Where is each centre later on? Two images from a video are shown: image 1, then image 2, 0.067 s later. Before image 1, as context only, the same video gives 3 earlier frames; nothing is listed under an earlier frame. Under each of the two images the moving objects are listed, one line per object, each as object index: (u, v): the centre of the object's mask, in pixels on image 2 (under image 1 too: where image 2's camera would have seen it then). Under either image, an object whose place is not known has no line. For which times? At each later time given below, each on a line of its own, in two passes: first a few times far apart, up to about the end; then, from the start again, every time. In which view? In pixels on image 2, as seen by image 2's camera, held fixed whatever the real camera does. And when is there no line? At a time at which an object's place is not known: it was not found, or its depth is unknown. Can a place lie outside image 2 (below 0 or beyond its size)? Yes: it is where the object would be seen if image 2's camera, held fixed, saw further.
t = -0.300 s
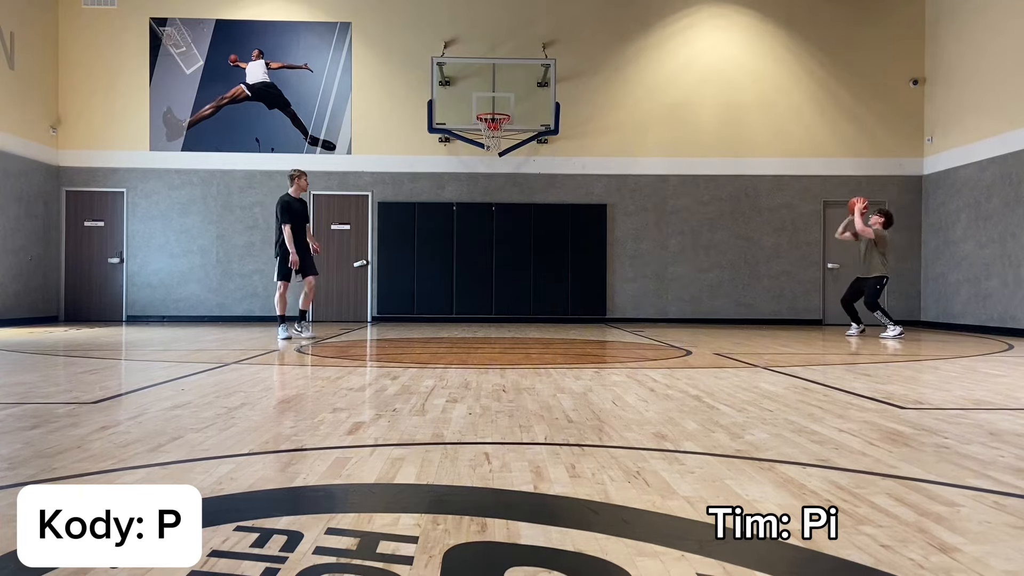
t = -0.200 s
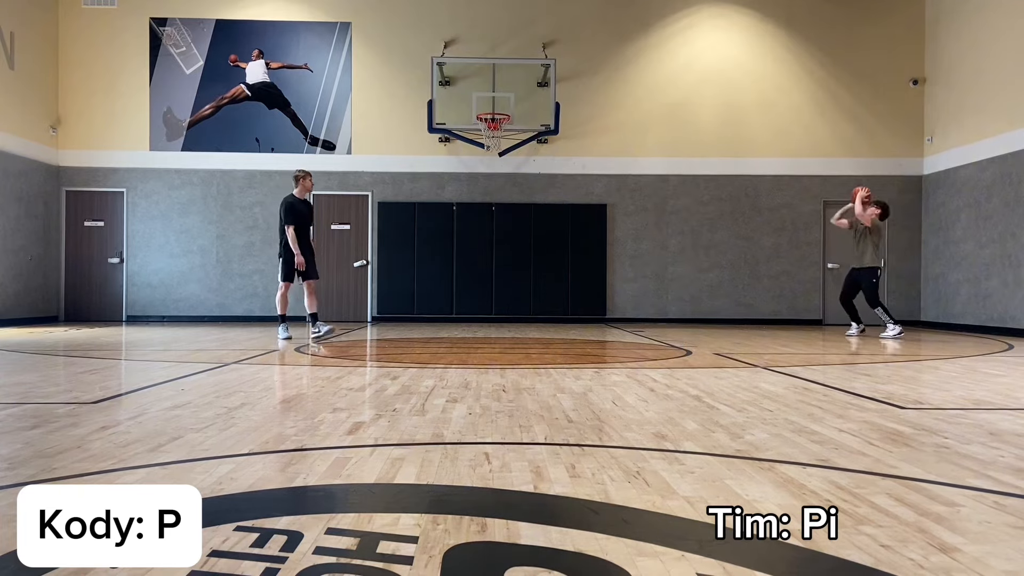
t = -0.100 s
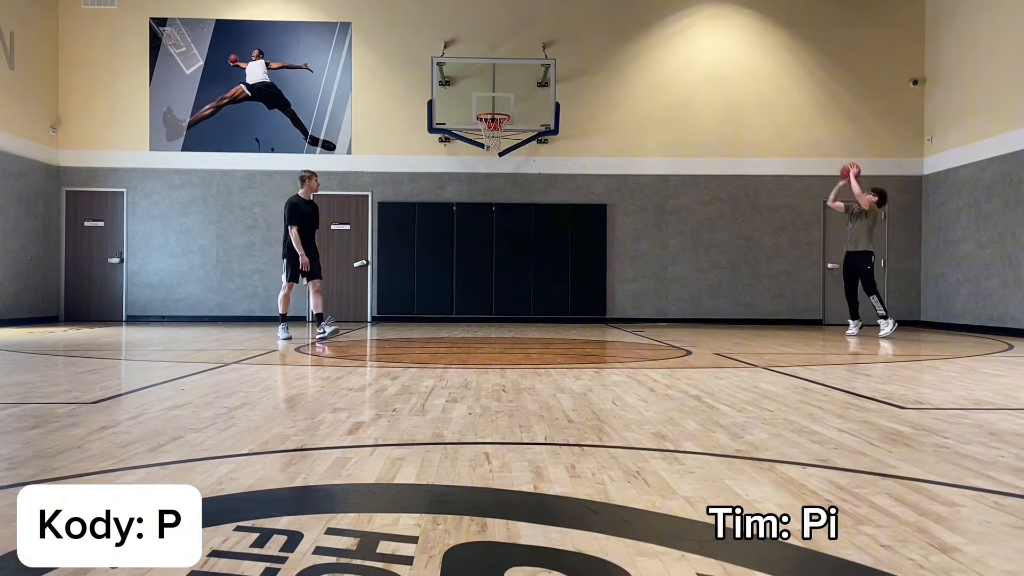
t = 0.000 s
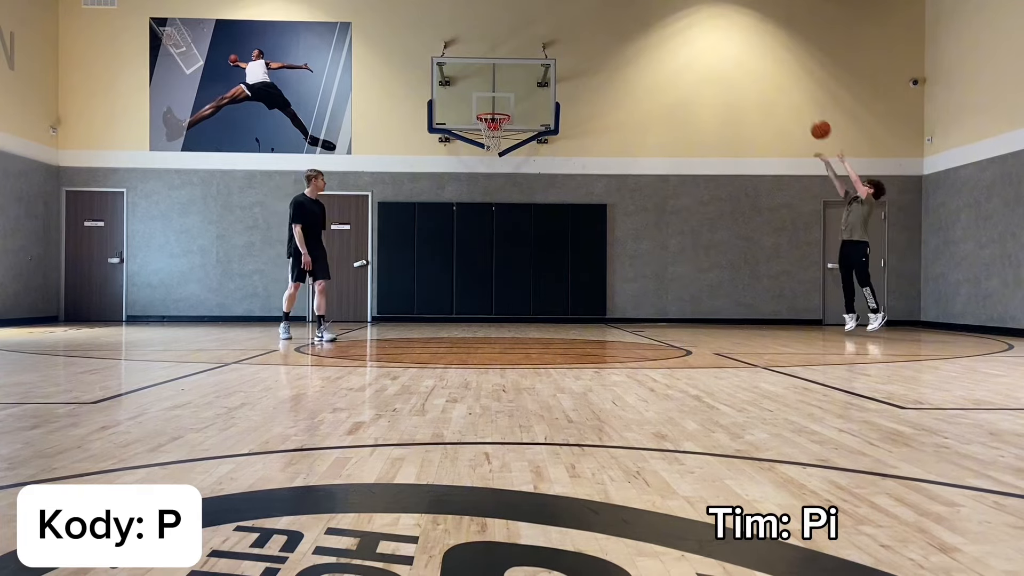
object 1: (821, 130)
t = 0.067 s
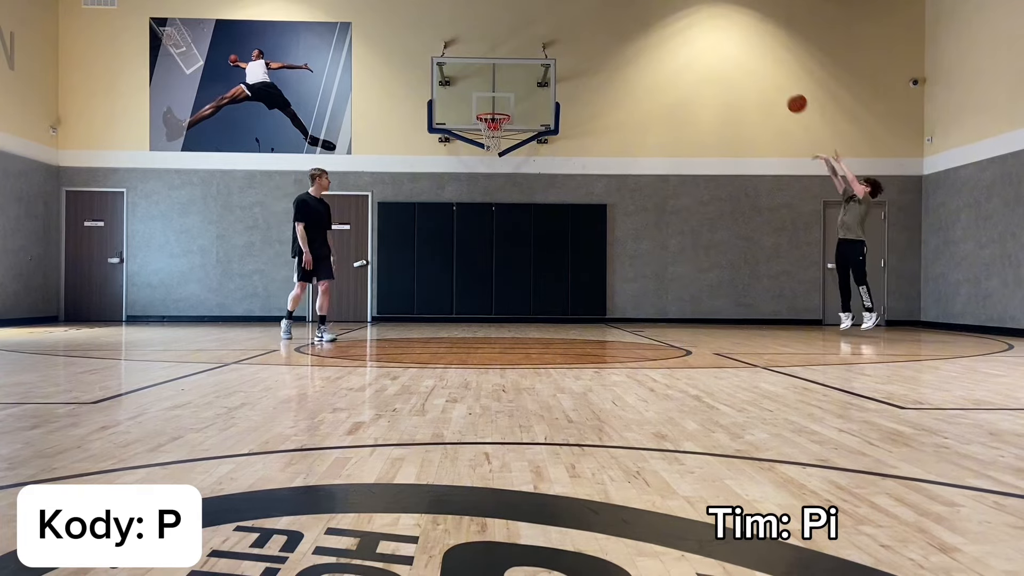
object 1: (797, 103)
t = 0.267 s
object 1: (729, 46)
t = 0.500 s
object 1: (654, 19)
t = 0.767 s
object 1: (573, 37)
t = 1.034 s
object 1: (498, 103)
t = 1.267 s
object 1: (487, 142)
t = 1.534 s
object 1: (499, 171)
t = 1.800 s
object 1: (509, 242)
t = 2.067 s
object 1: (520, 296)
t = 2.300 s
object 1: (533, 241)
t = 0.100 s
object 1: (785, 92)
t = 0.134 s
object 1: (774, 81)
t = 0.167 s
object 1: (762, 71)
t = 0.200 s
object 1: (751, 62)
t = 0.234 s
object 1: (740, 54)
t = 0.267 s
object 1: (729, 46)
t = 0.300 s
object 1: (718, 40)
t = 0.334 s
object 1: (707, 34)
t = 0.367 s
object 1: (696, 30)
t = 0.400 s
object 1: (686, 26)
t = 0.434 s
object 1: (675, 23)
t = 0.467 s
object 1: (664, 21)
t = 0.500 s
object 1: (654, 19)
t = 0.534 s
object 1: (644, 19)
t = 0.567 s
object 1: (634, 19)
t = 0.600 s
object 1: (623, 20)
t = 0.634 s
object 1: (613, 22)
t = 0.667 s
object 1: (603, 25)
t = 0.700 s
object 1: (593, 28)
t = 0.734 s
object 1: (583, 32)
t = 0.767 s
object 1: (573, 37)
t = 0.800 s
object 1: (563, 43)
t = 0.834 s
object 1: (554, 49)
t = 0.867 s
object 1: (544, 56)
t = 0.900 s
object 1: (535, 64)
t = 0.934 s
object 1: (525, 73)
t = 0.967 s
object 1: (516, 82)
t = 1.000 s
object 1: (507, 92)
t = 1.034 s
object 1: (498, 103)
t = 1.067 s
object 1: (489, 110)
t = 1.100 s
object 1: (484, 121)
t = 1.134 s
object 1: (482, 126)
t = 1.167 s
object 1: (494, 125)
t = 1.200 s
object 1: (485, 142)
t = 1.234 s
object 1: (486, 142)
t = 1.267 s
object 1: (487, 142)
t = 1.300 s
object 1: (489, 144)
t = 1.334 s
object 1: (491, 147)
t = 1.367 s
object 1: (493, 151)
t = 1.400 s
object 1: (494, 154)
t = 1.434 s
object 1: (495, 157)
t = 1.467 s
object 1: (497, 161)
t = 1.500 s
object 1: (498, 166)
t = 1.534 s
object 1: (499, 171)
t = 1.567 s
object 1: (501, 178)
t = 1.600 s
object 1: (502, 185)
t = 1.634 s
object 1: (503, 193)
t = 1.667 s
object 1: (504, 202)
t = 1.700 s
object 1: (506, 211)
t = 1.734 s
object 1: (507, 220)
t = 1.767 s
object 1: (508, 231)
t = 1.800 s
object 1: (509, 242)
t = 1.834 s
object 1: (511, 254)
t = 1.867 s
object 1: (512, 267)
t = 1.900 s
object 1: (513, 281)
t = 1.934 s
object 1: (514, 295)
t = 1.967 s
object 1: (515, 310)
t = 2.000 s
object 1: (517, 317)
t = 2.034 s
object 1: (519, 306)
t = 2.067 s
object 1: (520, 296)
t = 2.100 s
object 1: (522, 286)
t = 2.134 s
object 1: (524, 277)
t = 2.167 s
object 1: (526, 268)
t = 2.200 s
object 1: (528, 260)
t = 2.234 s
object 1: (530, 253)
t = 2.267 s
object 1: (532, 247)
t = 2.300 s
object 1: (533, 241)
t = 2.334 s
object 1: (535, 237)
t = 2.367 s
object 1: (537, 232)
